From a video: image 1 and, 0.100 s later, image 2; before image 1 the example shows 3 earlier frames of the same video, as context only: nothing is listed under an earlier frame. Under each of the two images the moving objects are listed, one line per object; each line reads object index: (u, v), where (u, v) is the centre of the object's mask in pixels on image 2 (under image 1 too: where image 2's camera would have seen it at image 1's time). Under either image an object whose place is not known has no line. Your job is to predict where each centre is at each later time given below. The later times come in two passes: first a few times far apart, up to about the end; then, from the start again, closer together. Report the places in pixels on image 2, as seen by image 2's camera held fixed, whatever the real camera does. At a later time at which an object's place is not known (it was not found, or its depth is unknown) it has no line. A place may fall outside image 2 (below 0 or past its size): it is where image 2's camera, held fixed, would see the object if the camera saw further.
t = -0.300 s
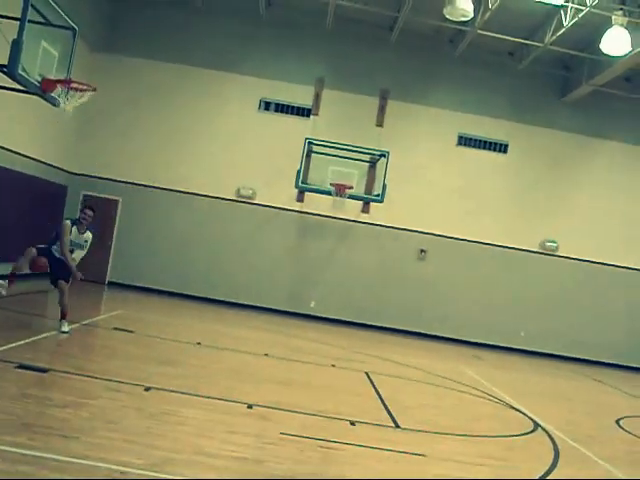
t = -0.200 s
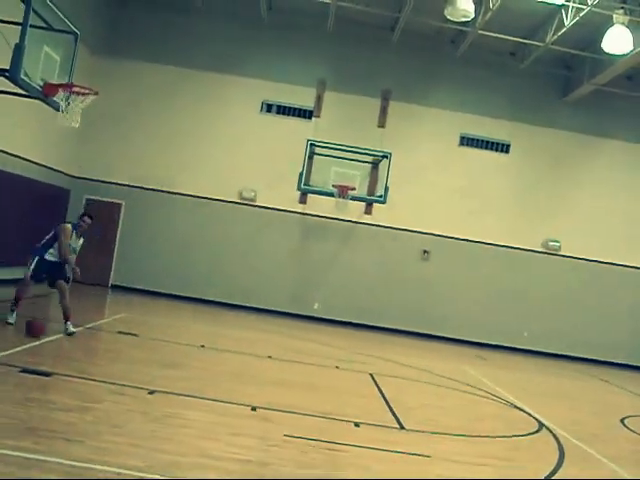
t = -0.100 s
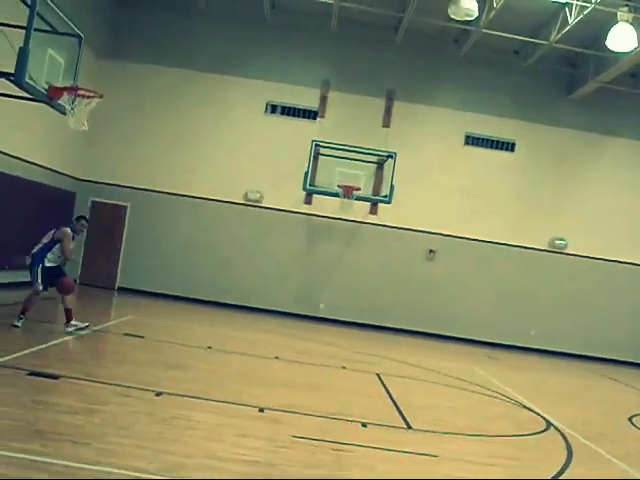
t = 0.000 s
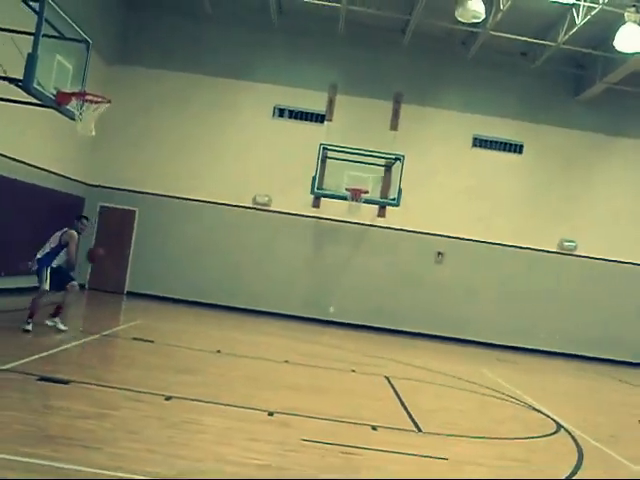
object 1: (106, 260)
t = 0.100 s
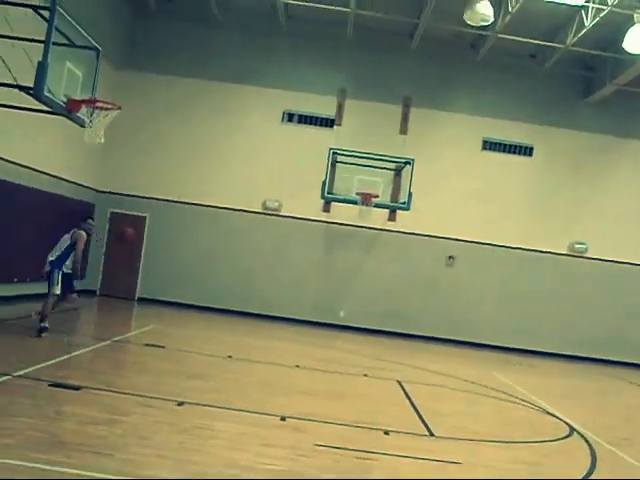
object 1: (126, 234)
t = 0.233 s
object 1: (148, 215)
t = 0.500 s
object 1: (184, 212)
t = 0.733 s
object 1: (208, 248)
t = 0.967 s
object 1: (224, 317)
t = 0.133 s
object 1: (132, 228)
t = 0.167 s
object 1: (135, 223)
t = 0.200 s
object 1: (142, 218)
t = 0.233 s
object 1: (148, 215)
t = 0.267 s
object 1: (153, 211)
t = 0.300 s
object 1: (157, 210)
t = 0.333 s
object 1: (162, 208)
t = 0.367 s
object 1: (167, 207)
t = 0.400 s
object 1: (172, 207)
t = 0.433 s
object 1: (176, 208)
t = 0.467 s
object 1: (180, 209)
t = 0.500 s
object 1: (184, 212)
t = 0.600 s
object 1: (195, 223)
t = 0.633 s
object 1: (198, 228)
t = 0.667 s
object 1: (202, 235)
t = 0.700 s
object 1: (205, 241)
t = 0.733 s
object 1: (208, 248)
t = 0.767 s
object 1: (211, 256)
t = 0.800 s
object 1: (213, 265)
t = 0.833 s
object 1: (216, 274)
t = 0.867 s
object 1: (218, 284)
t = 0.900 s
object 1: (220, 294)
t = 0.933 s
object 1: (222, 305)
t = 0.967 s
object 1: (224, 317)
